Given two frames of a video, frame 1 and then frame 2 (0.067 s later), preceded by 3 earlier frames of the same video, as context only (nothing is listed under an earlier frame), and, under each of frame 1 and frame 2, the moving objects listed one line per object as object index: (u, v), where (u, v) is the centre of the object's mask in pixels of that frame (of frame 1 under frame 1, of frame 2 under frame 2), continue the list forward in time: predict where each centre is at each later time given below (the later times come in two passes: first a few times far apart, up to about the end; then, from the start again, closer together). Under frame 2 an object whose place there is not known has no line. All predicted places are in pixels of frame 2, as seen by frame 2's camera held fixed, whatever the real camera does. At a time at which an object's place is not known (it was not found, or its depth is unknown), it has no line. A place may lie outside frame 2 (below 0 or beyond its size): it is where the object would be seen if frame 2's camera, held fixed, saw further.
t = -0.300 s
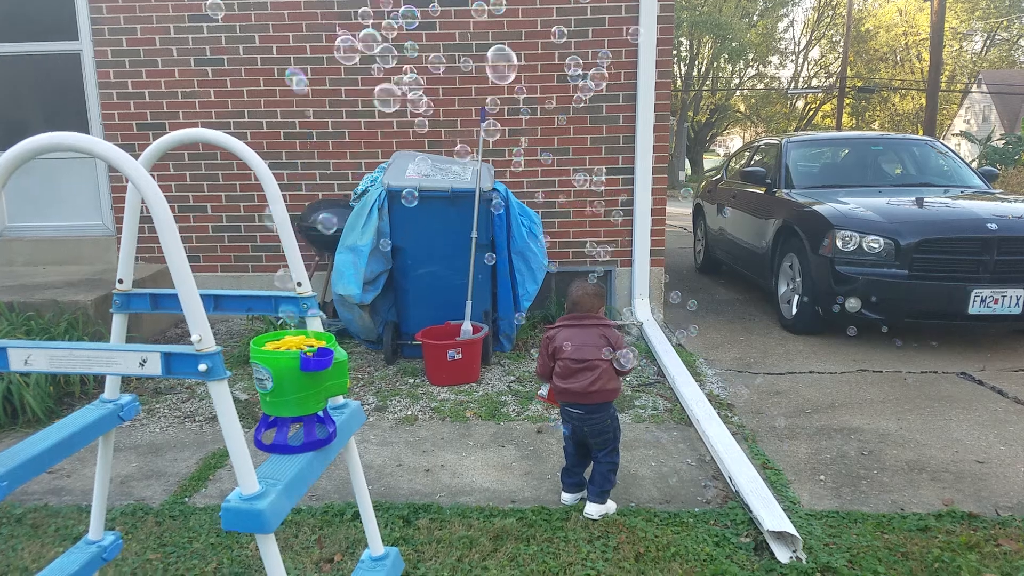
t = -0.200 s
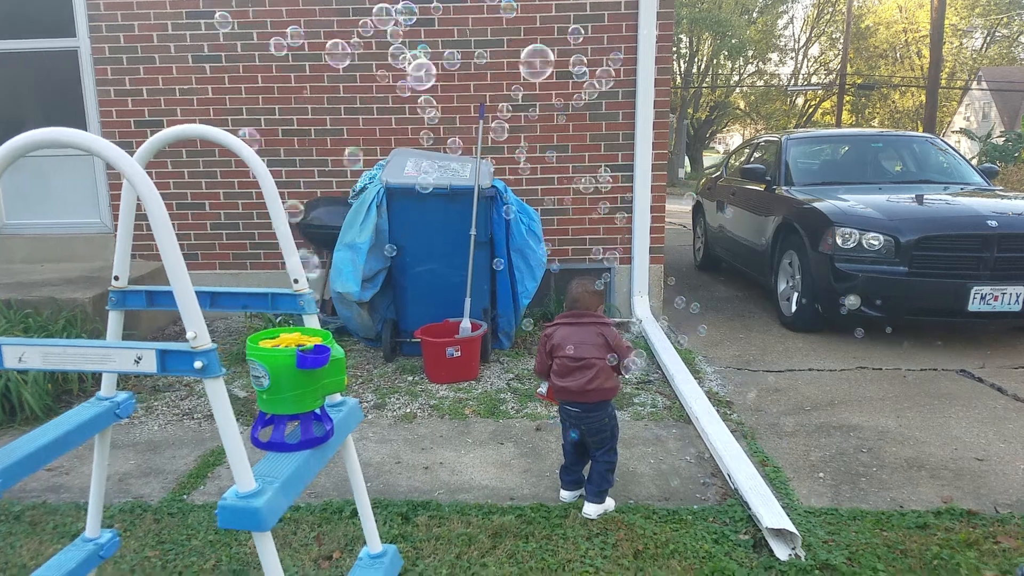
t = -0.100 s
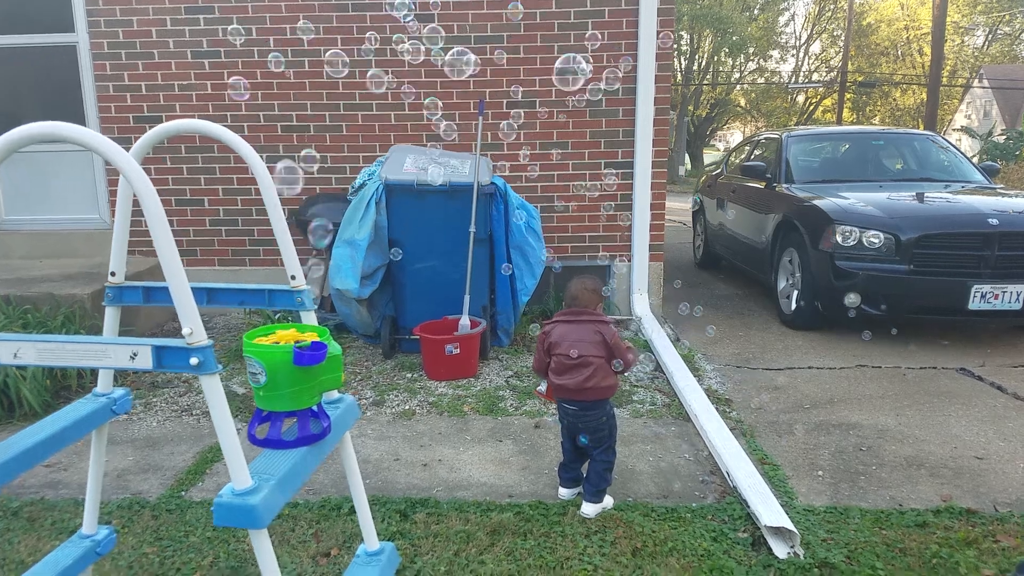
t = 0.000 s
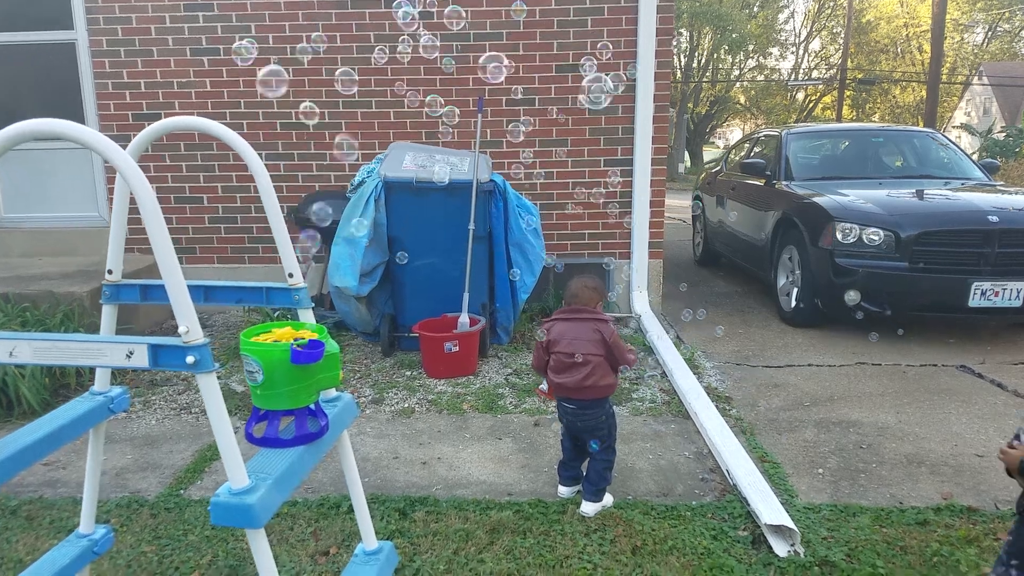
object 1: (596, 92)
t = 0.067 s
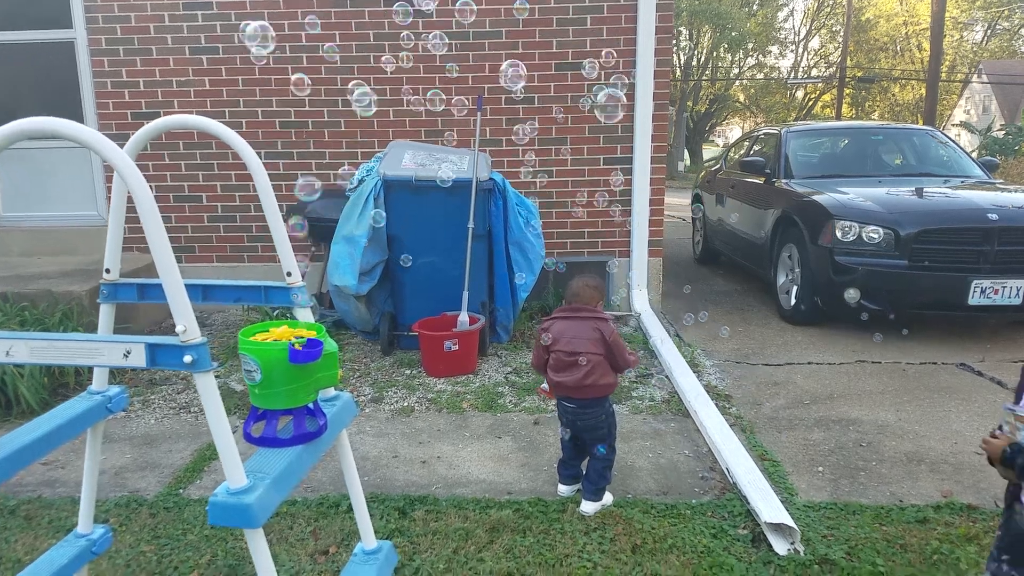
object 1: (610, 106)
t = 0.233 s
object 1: (628, 145)
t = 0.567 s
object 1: (679, 203)
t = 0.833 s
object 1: (713, 237)
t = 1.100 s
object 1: (741, 264)
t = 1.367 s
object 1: (763, 286)
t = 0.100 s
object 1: (617, 114)
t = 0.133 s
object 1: (622, 122)
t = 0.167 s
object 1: (627, 129)
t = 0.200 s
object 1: (633, 137)
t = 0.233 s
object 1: (628, 145)
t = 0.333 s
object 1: (657, 164)
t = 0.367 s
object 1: (659, 170)
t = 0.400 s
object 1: (660, 176)
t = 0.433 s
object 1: (663, 182)
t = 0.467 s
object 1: (665, 186)
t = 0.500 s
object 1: (672, 194)
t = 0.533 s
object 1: (677, 197)
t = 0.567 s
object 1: (679, 203)
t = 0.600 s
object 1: (683, 207)
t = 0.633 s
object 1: (688, 211)
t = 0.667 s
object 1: (692, 216)
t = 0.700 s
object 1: (697, 221)
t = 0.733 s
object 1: (701, 225)
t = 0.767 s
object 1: (705, 229)
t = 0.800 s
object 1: (708, 233)
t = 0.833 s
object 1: (713, 237)
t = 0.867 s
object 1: (716, 241)
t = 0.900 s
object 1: (720, 245)
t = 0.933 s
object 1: (724, 248)
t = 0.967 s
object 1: (728, 252)
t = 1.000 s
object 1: (731, 255)
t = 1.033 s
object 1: (735, 258)
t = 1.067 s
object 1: (738, 261)
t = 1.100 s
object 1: (741, 264)
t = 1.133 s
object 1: (745, 267)
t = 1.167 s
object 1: (747, 270)
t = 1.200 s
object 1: (749, 273)
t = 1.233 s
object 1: (752, 276)
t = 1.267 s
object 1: (755, 278)
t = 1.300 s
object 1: (757, 281)
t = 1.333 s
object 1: (760, 283)
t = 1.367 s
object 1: (763, 286)
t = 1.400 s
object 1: (765, 289)
